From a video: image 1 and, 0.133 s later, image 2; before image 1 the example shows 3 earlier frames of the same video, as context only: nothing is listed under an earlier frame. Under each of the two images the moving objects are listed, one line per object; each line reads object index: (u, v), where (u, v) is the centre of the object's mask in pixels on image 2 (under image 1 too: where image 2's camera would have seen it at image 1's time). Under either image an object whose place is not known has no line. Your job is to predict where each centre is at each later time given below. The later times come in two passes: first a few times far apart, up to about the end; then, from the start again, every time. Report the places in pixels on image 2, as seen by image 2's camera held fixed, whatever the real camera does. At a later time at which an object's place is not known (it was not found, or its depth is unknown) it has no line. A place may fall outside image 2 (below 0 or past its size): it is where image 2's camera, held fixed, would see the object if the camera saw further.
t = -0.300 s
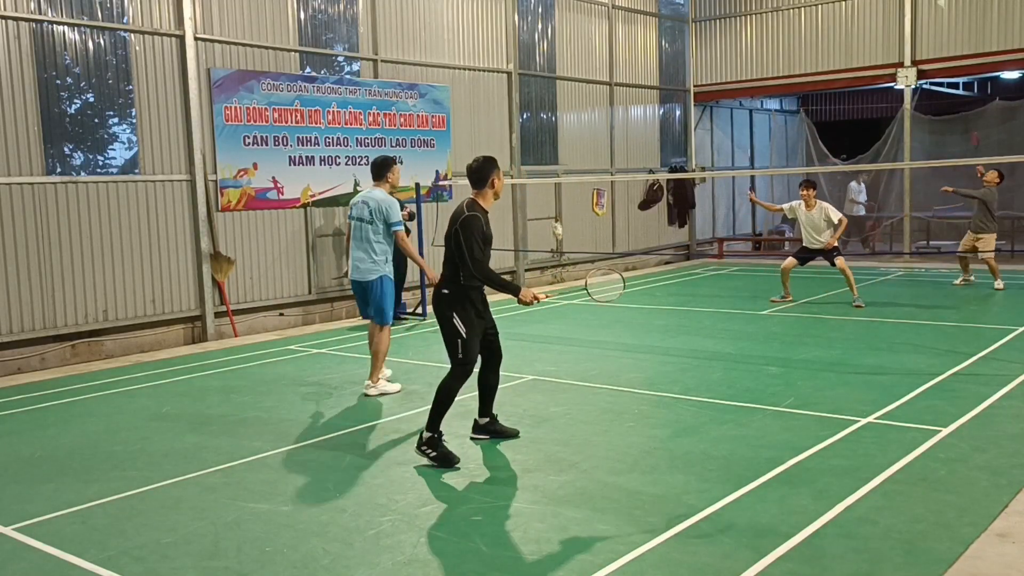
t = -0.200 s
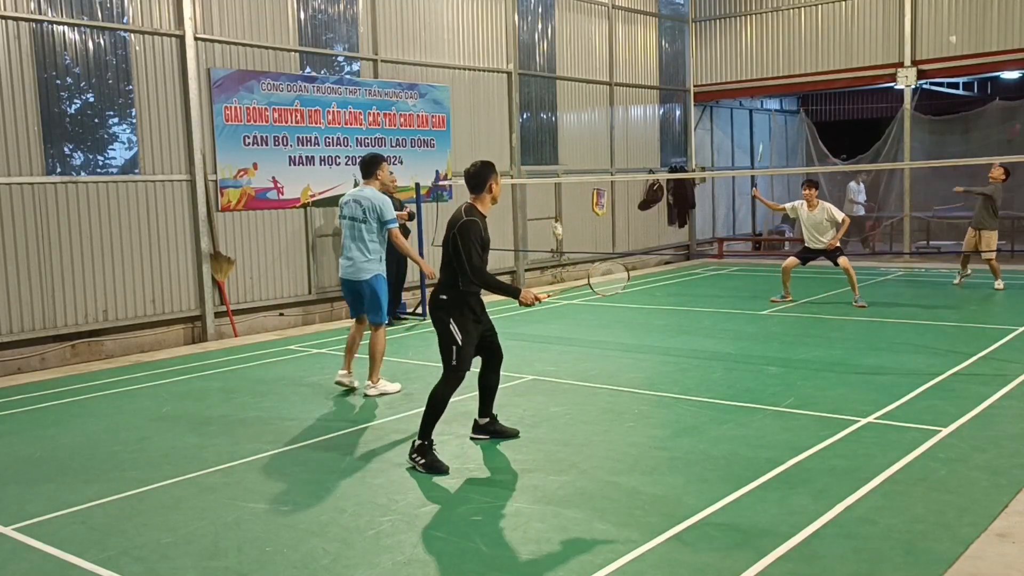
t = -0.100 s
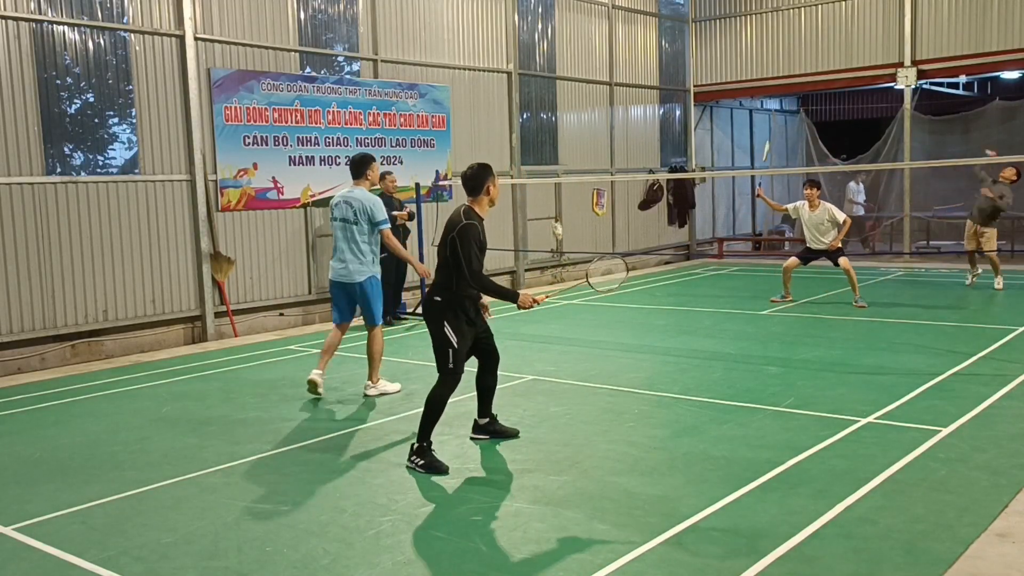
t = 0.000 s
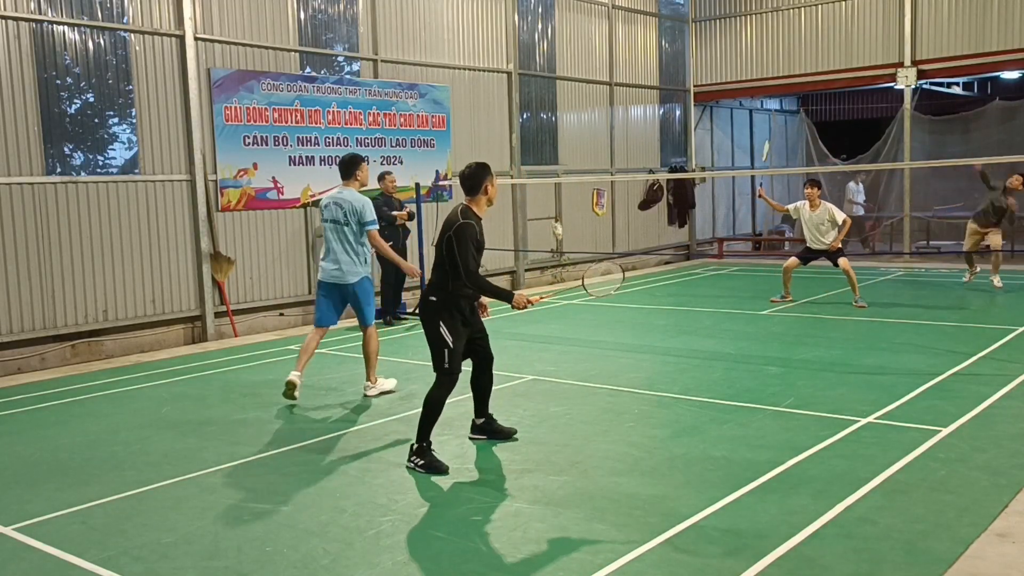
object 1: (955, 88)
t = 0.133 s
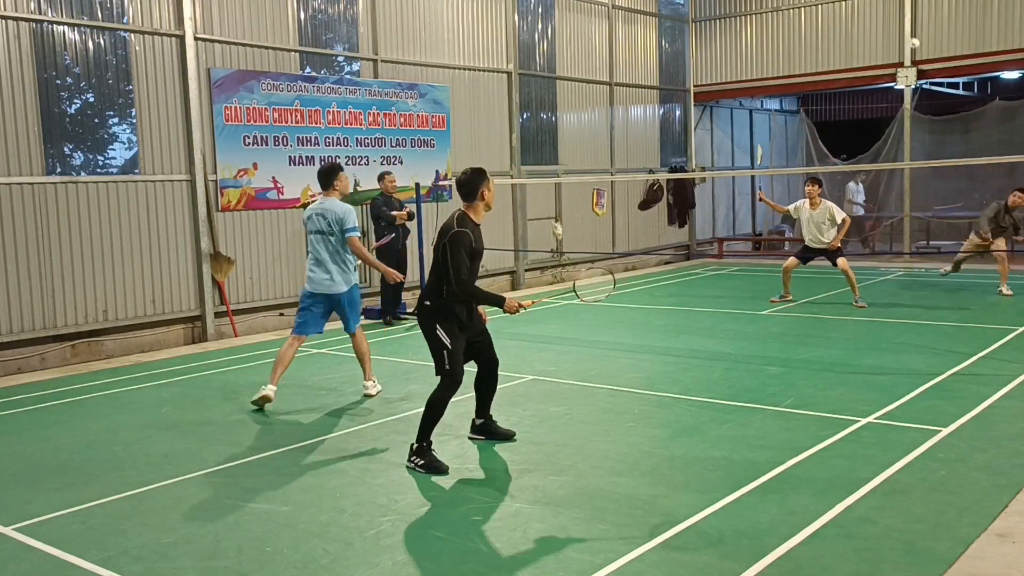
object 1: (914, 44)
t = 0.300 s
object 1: (866, 24)
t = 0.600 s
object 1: (771, 109)
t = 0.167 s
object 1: (904, 36)
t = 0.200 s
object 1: (895, 30)
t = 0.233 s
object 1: (886, 26)
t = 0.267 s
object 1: (875, 24)
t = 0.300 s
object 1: (866, 24)
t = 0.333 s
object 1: (857, 25)
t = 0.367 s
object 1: (847, 28)
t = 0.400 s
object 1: (837, 33)
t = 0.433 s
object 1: (827, 39)
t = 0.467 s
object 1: (816, 49)
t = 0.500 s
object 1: (805, 60)
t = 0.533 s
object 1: (794, 73)
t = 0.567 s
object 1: (782, 90)
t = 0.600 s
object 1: (771, 109)
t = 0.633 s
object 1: (758, 130)
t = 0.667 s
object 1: (746, 155)
